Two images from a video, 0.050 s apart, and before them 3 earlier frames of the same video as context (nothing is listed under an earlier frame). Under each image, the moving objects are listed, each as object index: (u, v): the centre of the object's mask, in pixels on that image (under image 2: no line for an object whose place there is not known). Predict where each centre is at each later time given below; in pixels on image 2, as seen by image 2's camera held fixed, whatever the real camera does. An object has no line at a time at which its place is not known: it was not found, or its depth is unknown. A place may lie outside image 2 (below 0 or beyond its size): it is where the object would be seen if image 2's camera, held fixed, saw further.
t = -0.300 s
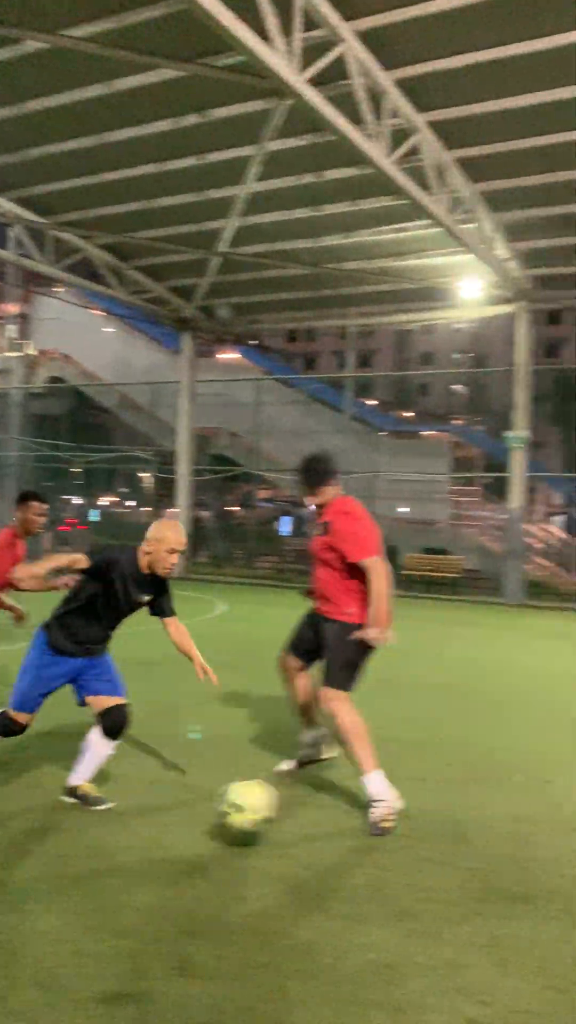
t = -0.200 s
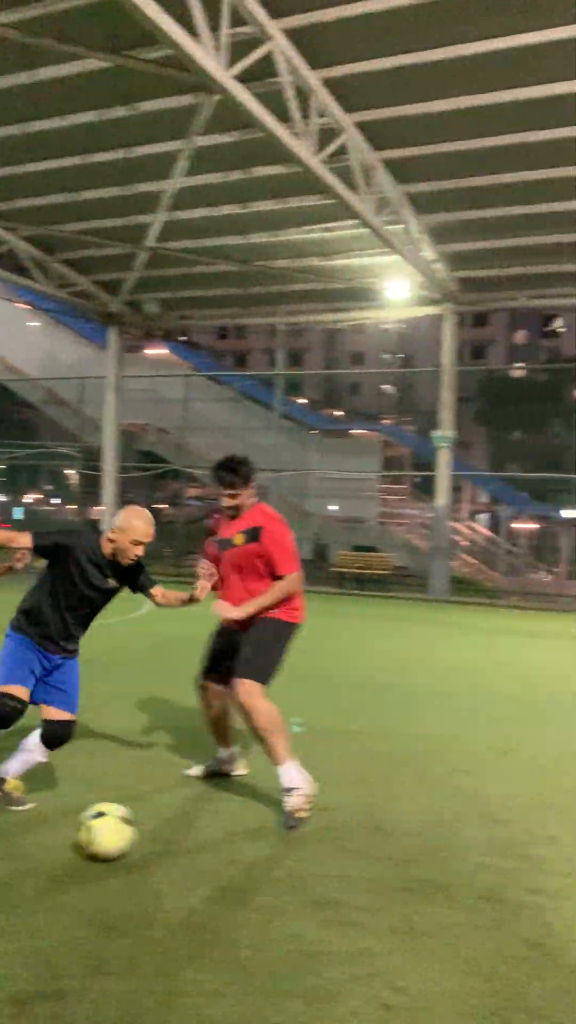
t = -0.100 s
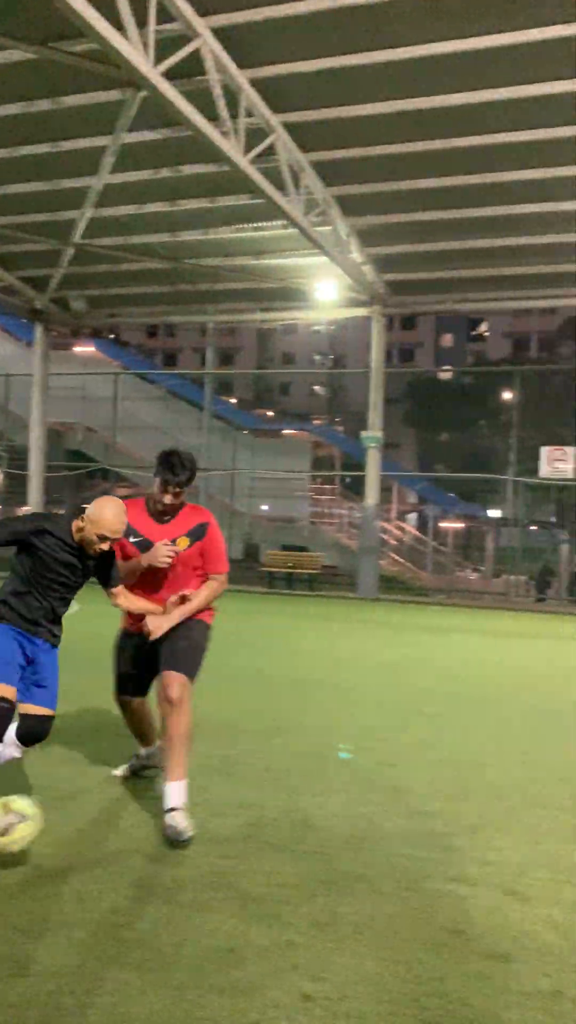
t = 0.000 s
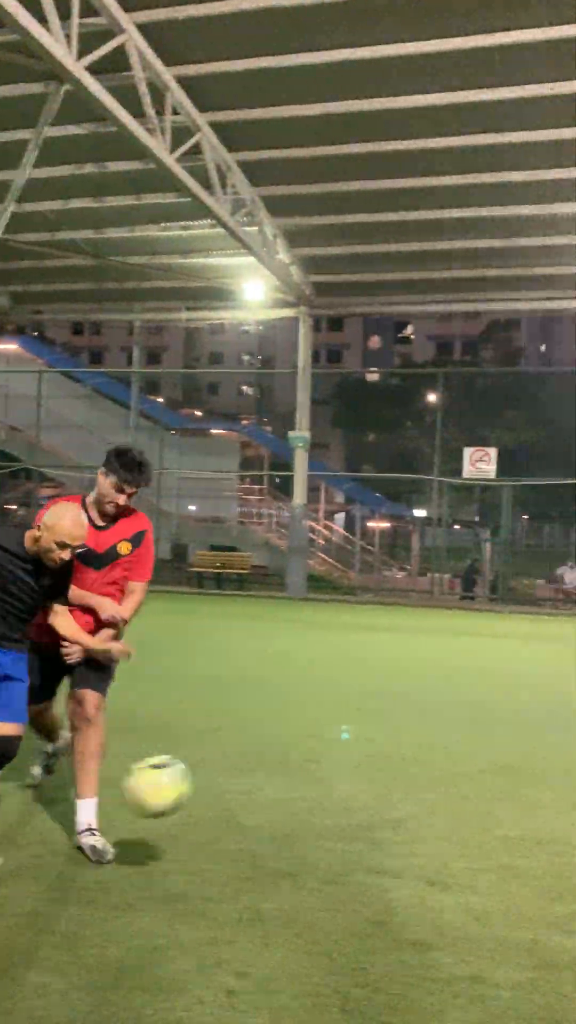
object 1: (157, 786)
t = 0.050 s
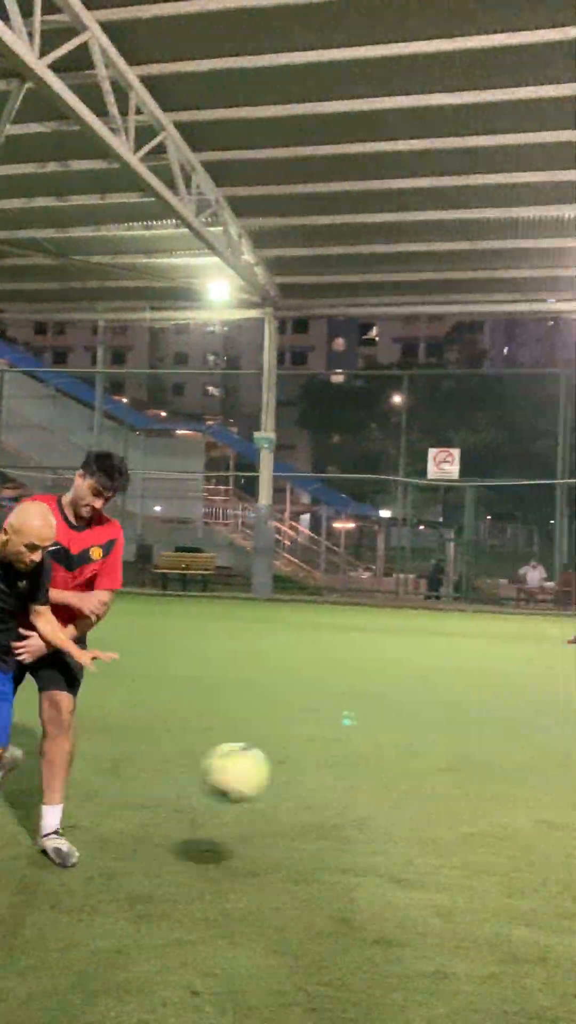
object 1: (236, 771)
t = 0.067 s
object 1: (273, 768)
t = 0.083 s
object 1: (312, 765)
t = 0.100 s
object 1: (346, 763)
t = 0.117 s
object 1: (382, 762)
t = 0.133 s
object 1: (420, 761)
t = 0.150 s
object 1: (454, 761)
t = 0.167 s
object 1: (489, 762)
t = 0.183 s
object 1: (526, 763)
